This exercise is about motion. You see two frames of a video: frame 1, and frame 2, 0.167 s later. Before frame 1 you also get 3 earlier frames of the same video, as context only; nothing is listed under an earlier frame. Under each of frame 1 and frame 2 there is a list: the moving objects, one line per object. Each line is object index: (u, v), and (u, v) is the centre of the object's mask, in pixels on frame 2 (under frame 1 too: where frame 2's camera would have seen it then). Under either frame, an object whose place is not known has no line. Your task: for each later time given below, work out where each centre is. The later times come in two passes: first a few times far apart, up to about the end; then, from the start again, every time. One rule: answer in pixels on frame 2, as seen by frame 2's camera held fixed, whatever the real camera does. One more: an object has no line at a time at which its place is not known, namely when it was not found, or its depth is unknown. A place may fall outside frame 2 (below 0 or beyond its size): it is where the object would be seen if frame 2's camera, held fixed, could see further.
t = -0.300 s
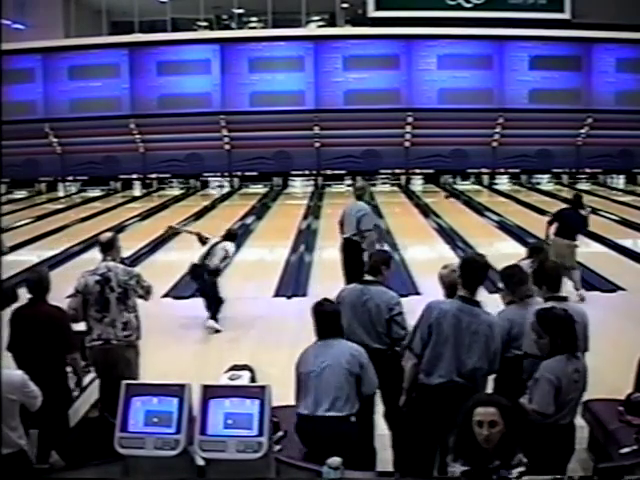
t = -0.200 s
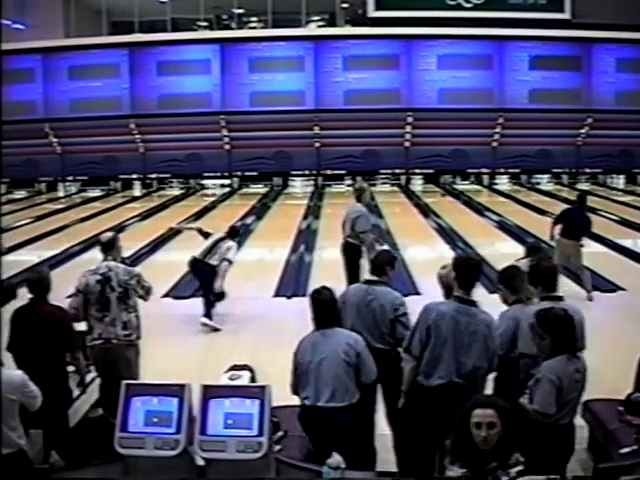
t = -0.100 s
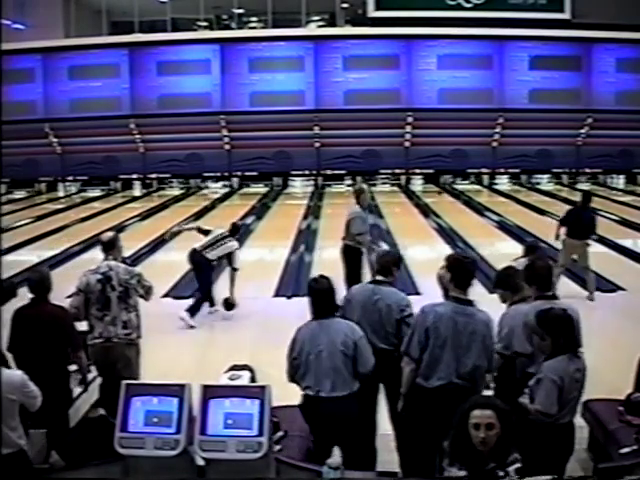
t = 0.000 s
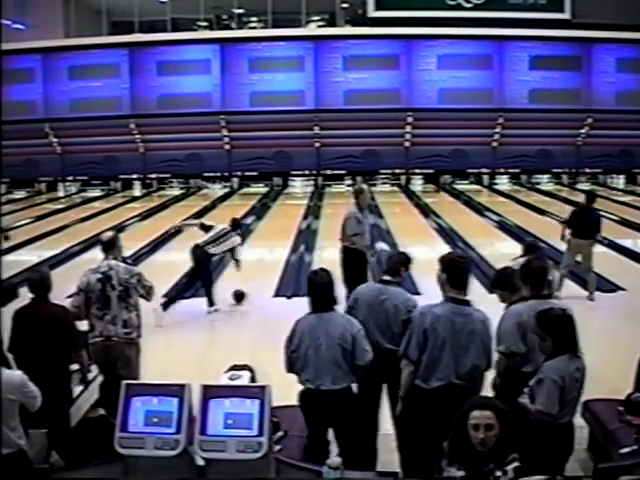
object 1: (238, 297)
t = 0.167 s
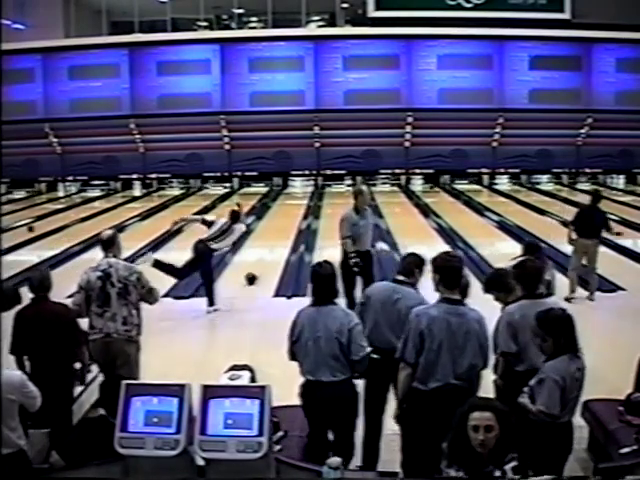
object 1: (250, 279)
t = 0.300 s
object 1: (258, 267)
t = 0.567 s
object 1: (271, 247)
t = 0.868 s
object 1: (281, 230)
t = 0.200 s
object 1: (252, 275)
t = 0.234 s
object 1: (255, 272)
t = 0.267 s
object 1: (256, 269)
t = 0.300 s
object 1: (258, 267)
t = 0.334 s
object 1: (260, 264)
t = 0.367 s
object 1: (262, 261)
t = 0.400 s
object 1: (263, 259)
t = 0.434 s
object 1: (265, 256)
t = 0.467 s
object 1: (266, 253)
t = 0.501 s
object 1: (268, 251)
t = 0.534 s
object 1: (269, 249)
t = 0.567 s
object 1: (271, 247)
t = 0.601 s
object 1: (272, 244)
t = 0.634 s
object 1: (273, 242)
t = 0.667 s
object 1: (275, 240)
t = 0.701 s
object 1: (276, 238)
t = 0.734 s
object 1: (277, 237)
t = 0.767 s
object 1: (278, 235)
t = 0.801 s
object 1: (279, 233)
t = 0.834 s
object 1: (280, 231)
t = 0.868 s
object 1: (281, 230)
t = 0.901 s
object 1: (282, 229)
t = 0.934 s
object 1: (283, 227)
